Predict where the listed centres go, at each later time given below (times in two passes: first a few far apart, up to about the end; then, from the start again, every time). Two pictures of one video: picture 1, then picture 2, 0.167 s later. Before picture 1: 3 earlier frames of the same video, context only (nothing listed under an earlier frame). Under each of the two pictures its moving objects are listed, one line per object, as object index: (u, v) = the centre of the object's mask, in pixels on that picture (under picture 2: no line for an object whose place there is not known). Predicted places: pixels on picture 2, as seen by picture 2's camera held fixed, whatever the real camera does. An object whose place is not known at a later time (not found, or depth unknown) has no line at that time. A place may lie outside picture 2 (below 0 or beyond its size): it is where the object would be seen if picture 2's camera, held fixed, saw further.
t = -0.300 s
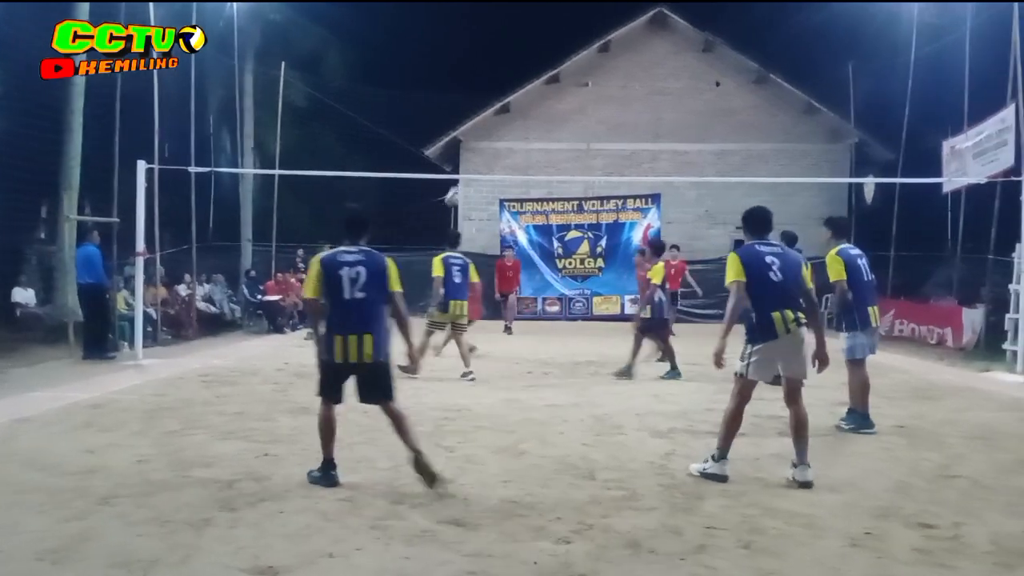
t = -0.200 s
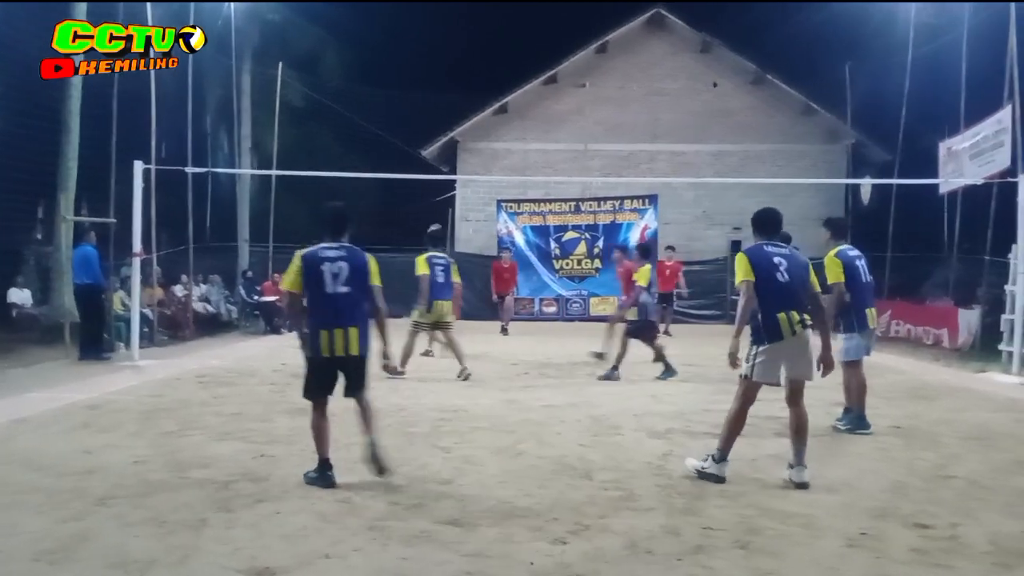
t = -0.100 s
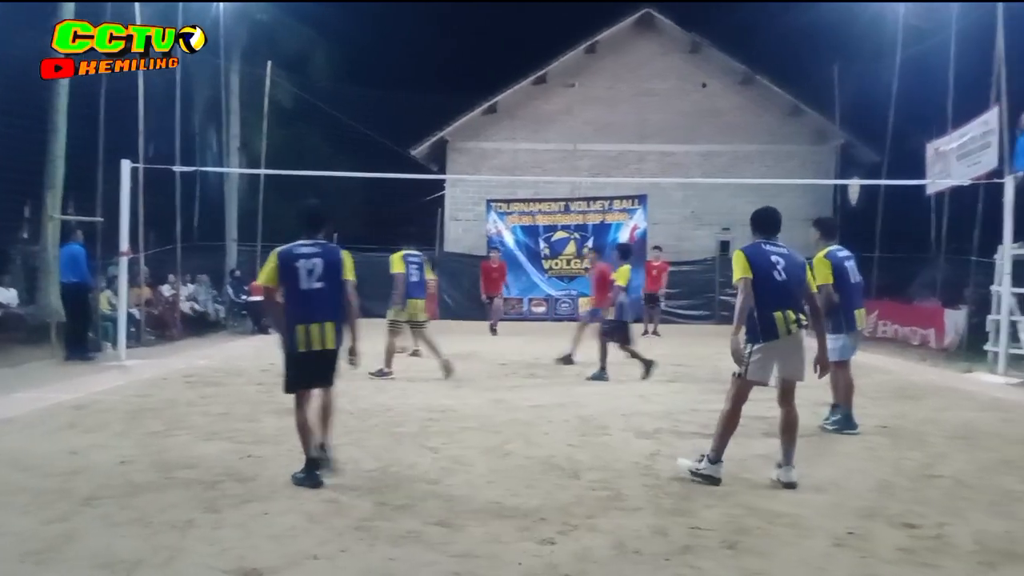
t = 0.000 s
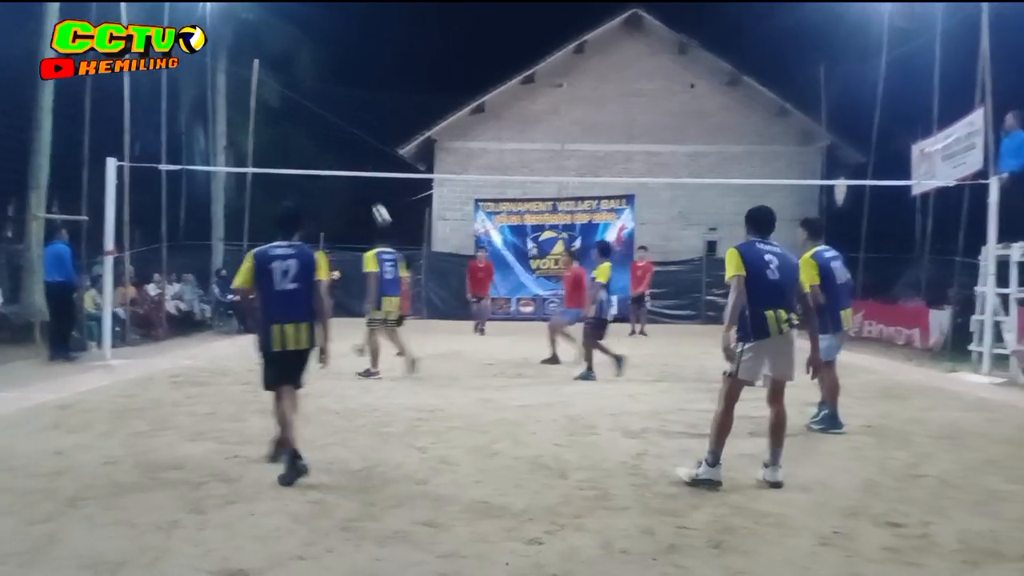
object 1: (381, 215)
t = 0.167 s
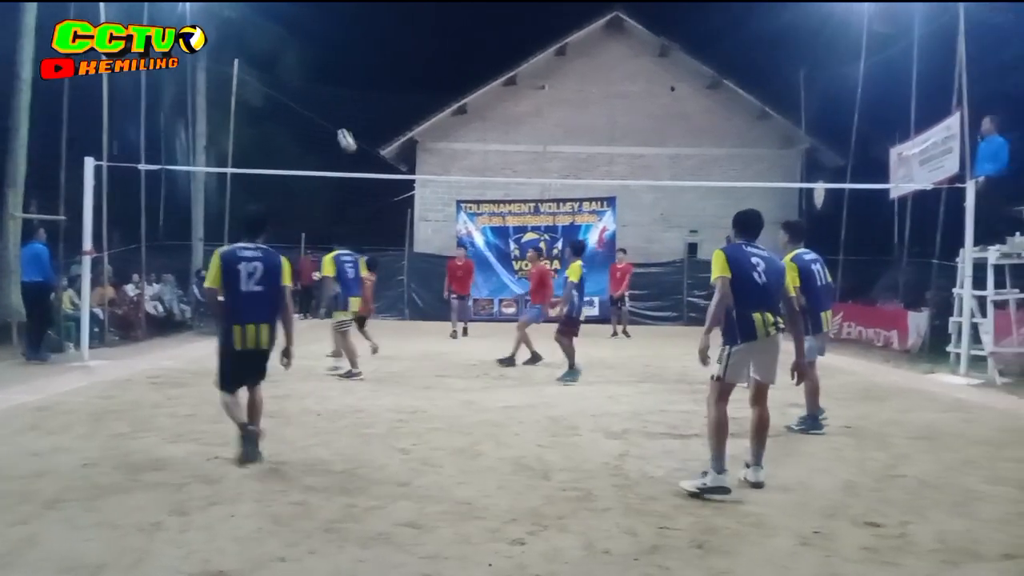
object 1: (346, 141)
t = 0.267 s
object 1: (337, 104)
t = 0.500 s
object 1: (314, 47)
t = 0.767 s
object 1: (288, 29)
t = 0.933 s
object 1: (272, 45)
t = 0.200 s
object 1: (343, 128)
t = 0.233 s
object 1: (340, 115)
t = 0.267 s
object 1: (337, 104)
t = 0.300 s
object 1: (333, 94)
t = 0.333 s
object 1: (330, 83)
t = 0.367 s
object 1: (327, 74)
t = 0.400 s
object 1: (324, 67)
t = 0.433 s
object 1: (321, 60)
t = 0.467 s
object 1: (317, 53)
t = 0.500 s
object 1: (314, 47)
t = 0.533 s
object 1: (311, 42)
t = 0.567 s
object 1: (308, 38)
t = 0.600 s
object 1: (305, 35)
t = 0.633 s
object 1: (302, 32)
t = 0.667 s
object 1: (298, 30)
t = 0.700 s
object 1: (295, 29)
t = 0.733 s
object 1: (292, 29)
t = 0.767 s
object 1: (288, 29)
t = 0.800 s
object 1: (285, 31)
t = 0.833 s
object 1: (282, 33)
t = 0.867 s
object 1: (279, 36)
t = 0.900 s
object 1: (275, 41)
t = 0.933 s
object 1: (272, 45)
